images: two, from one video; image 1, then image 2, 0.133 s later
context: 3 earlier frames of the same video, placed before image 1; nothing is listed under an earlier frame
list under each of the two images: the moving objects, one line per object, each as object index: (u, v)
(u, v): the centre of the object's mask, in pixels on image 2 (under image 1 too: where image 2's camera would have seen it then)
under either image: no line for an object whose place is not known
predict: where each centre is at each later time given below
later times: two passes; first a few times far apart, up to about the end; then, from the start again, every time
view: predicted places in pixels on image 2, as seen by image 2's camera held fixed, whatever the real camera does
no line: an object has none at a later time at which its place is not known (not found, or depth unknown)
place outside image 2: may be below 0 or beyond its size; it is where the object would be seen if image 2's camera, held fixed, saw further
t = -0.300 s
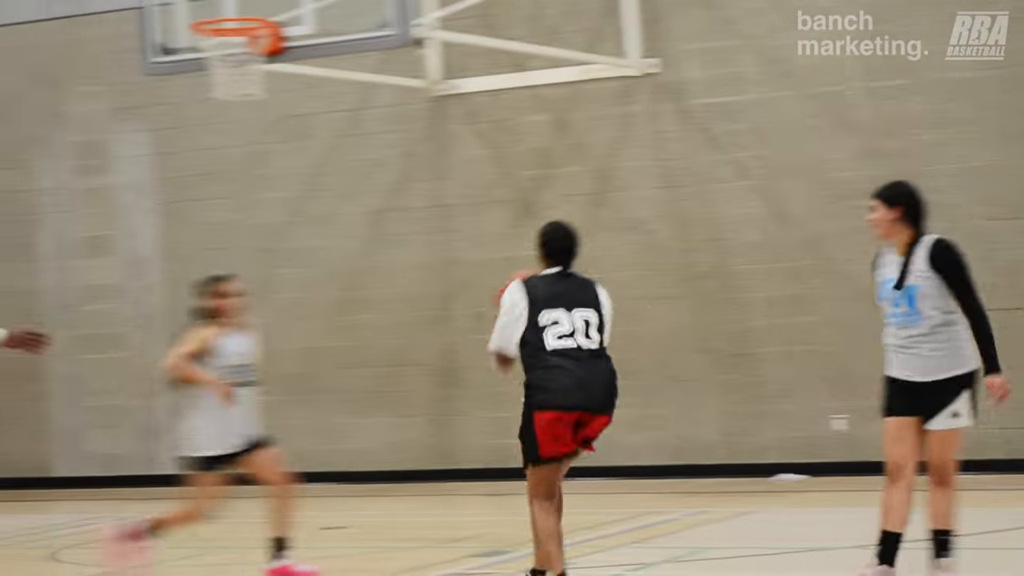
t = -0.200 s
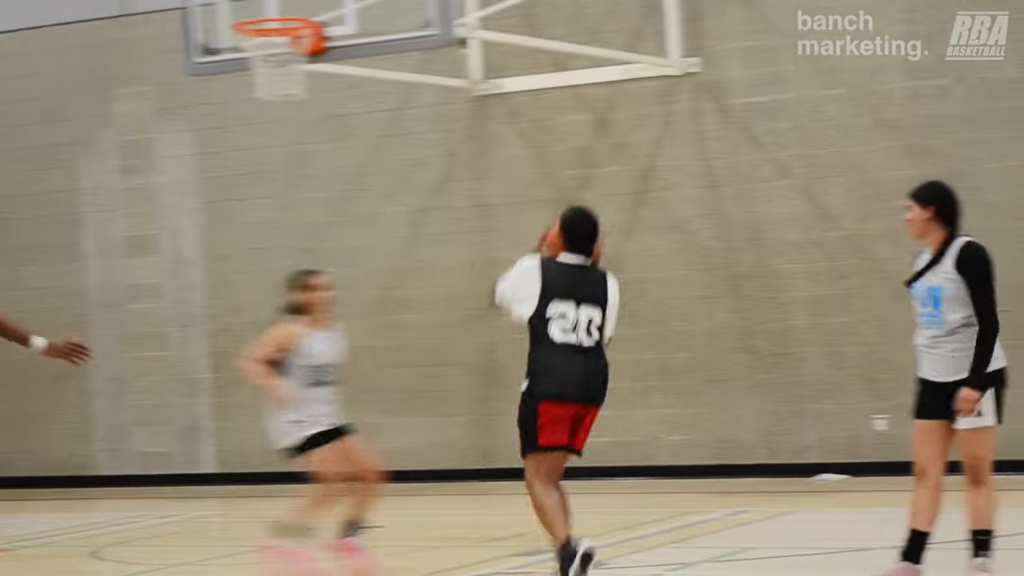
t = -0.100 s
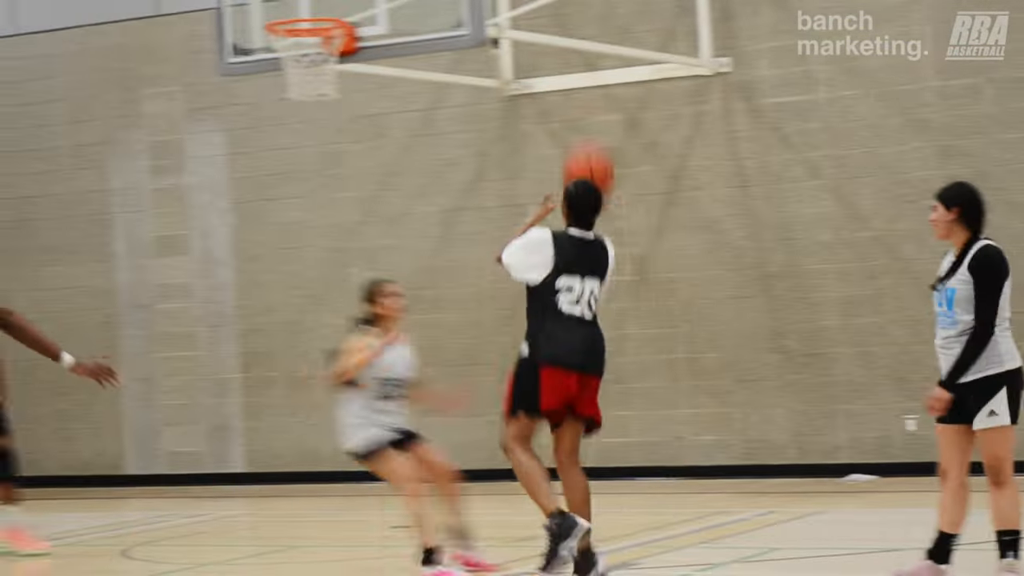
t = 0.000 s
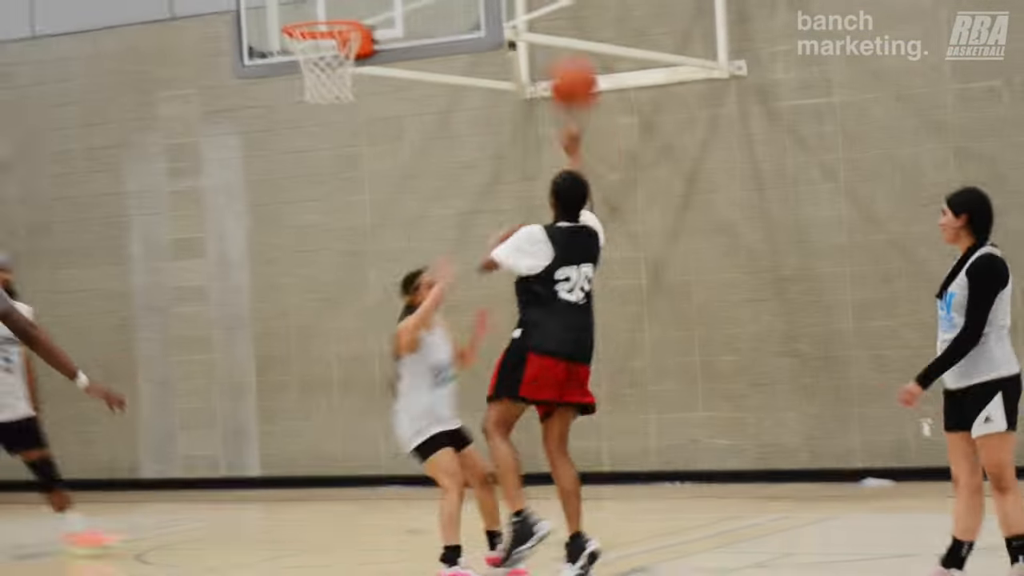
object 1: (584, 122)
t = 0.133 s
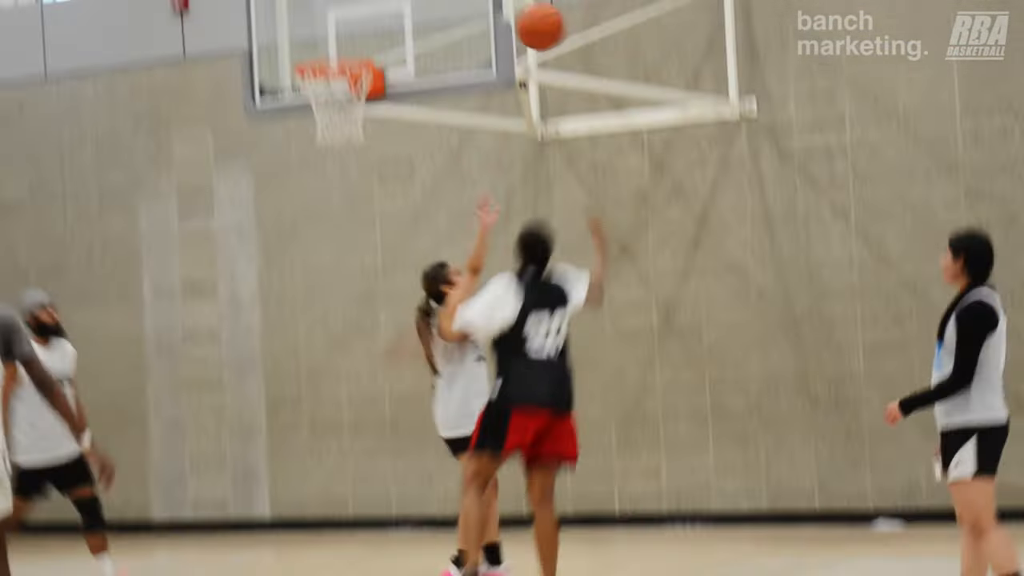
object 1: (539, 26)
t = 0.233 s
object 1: (511, -20)
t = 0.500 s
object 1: (448, -41)
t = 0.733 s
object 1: (380, 26)
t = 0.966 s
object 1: (315, 64)
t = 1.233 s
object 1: (352, 51)
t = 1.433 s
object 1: (338, 87)
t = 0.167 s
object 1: (530, 8)
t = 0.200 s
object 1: (520, -8)
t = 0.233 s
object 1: (511, -20)
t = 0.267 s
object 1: (502, -32)
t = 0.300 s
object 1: (493, -42)
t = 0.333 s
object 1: (484, -46)
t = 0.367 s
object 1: (477, -48)
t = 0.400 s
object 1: (469, -50)
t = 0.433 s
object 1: (462, -49)
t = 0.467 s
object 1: (455, -45)
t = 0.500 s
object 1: (448, -41)
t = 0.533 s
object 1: (440, -35)
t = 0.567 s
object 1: (434, -25)
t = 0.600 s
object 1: (428, -16)
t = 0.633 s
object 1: (423, -3)
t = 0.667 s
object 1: (415, 8)
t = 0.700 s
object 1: (398, 15)
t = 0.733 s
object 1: (380, 26)
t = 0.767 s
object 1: (363, 37)
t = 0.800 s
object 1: (348, 46)
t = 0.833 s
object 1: (331, 50)
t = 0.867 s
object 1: (323, 60)
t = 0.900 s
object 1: (317, 64)
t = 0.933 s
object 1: (315, 65)
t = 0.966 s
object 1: (315, 64)
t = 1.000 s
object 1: (316, 64)
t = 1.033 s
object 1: (322, 60)
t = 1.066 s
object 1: (326, 52)
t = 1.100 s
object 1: (333, 51)
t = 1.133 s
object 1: (338, 51)
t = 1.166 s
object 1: (344, 50)
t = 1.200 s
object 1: (348, 51)
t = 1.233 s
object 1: (352, 51)
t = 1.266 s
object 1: (351, 54)
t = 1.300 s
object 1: (349, 62)
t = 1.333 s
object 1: (348, 65)
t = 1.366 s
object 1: (348, 72)
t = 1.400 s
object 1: (344, 80)
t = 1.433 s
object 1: (338, 87)
